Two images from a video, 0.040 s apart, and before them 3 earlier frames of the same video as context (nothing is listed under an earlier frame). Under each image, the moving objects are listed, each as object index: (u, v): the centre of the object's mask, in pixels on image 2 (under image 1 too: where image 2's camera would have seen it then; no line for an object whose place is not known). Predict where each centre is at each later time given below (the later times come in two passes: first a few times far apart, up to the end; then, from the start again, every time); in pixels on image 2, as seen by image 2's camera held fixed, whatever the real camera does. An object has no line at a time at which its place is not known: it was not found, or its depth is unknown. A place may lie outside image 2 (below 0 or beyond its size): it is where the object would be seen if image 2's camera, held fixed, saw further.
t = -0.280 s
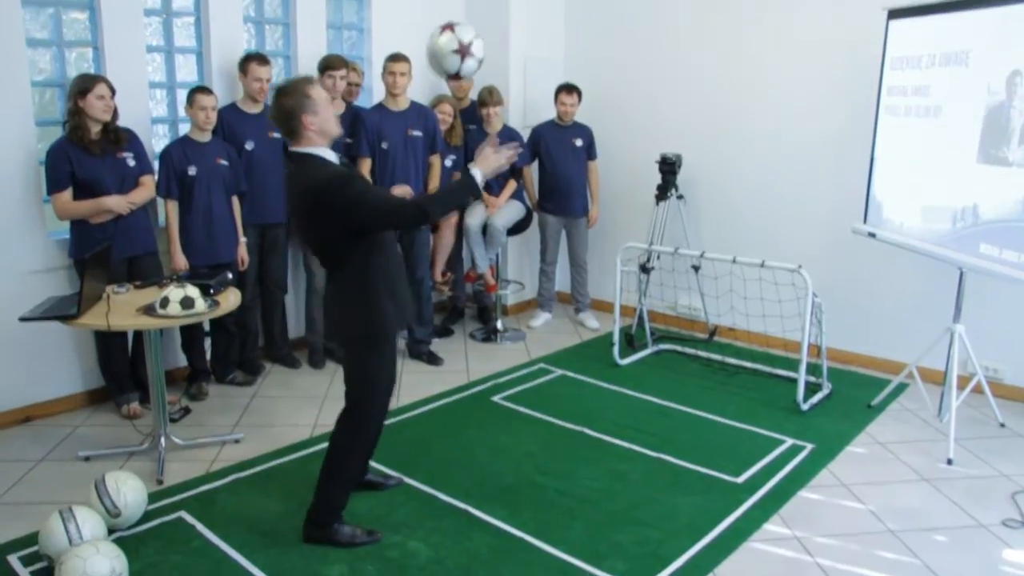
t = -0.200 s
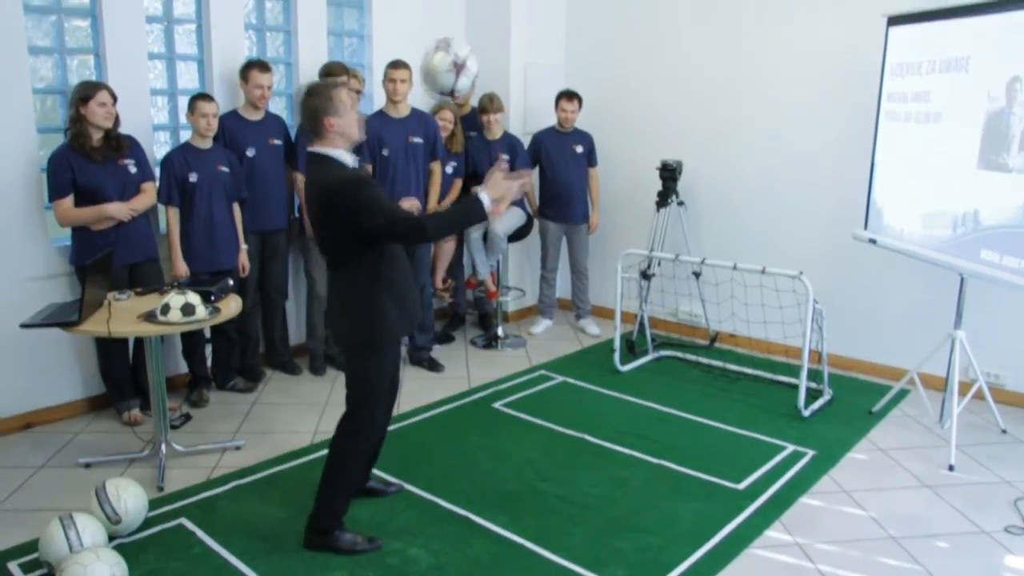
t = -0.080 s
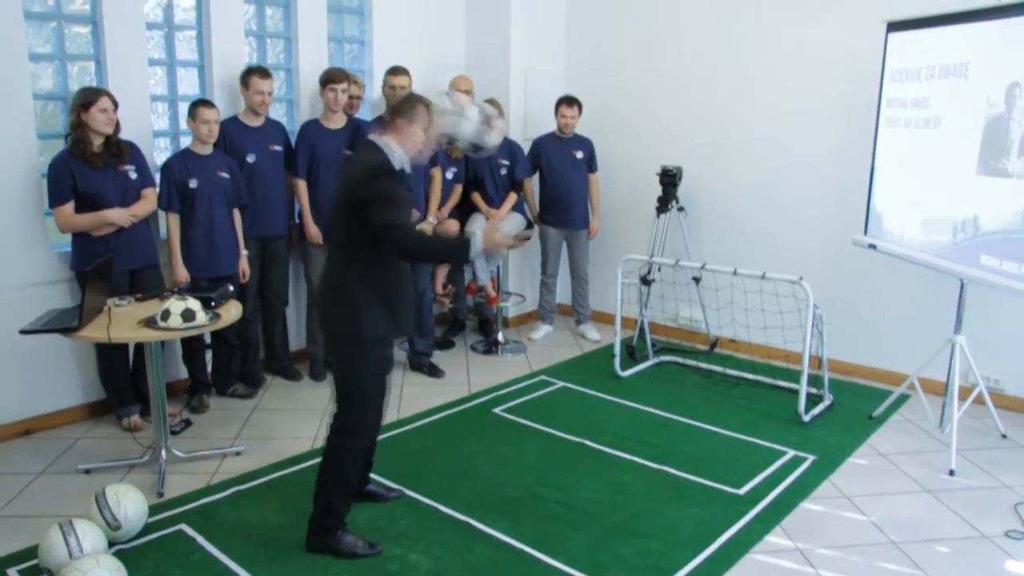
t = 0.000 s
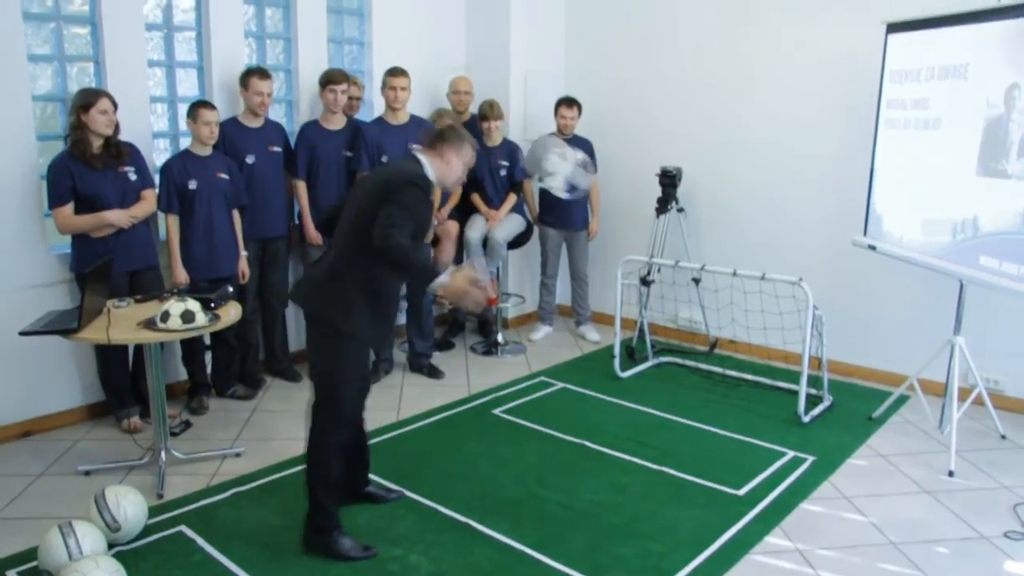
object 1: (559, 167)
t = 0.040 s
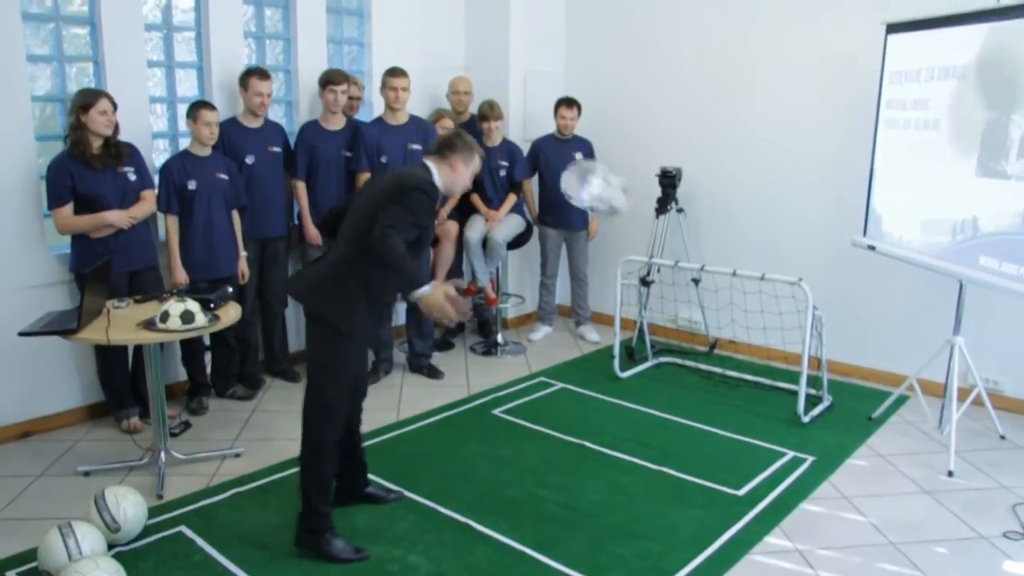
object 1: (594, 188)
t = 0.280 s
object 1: (759, 349)
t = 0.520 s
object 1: (786, 283)
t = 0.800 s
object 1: (731, 328)
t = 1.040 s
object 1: (697, 373)
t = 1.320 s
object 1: (687, 358)
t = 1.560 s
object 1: (673, 407)
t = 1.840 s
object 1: (658, 412)
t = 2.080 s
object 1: (645, 423)
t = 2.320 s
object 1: (627, 441)
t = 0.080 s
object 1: (630, 214)
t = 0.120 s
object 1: (662, 238)
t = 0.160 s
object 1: (692, 266)
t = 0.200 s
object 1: (718, 296)
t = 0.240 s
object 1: (740, 322)
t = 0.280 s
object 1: (759, 349)
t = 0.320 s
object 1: (774, 368)
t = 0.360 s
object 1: (778, 347)
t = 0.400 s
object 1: (782, 325)
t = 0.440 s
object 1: (787, 307)
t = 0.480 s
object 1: (788, 295)
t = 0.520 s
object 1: (786, 283)
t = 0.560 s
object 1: (781, 281)
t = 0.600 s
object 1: (774, 281)
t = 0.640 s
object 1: (766, 289)
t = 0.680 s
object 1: (758, 294)
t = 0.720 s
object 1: (750, 301)
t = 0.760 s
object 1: (740, 315)
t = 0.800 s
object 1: (731, 328)
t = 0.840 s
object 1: (725, 346)
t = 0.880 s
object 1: (715, 367)
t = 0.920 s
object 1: (705, 392)
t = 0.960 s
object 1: (698, 402)
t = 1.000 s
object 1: (697, 387)
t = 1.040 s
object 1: (697, 373)
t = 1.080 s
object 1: (696, 363)
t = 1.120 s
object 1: (695, 356)
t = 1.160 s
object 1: (693, 351)
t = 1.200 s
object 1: (692, 349)
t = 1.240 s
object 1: (690, 349)
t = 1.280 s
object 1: (689, 352)
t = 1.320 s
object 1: (687, 358)
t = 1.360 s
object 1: (684, 367)
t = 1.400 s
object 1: (682, 381)
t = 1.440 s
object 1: (680, 394)
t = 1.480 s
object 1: (677, 414)
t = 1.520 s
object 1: (674, 418)
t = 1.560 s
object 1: (673, 407)
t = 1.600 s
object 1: (671, 399)
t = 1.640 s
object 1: (669, 394)
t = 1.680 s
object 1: (668, 392)
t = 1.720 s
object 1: (665, 392)
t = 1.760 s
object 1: (663, 395)
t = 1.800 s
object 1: (661, 402)
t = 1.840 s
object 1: (658, 412)
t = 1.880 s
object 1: (655, 425)
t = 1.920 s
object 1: (652, 434)
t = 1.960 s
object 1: (650, 427)
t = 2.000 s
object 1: (648, 423)
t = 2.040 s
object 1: (647, 421)
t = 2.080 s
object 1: (645, 423)
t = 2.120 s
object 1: (642, 427)
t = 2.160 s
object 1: (639, 435)
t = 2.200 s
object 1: (636, 443)
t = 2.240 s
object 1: (633, 440)
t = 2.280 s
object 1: (630, 439)
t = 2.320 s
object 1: (627, 441)
